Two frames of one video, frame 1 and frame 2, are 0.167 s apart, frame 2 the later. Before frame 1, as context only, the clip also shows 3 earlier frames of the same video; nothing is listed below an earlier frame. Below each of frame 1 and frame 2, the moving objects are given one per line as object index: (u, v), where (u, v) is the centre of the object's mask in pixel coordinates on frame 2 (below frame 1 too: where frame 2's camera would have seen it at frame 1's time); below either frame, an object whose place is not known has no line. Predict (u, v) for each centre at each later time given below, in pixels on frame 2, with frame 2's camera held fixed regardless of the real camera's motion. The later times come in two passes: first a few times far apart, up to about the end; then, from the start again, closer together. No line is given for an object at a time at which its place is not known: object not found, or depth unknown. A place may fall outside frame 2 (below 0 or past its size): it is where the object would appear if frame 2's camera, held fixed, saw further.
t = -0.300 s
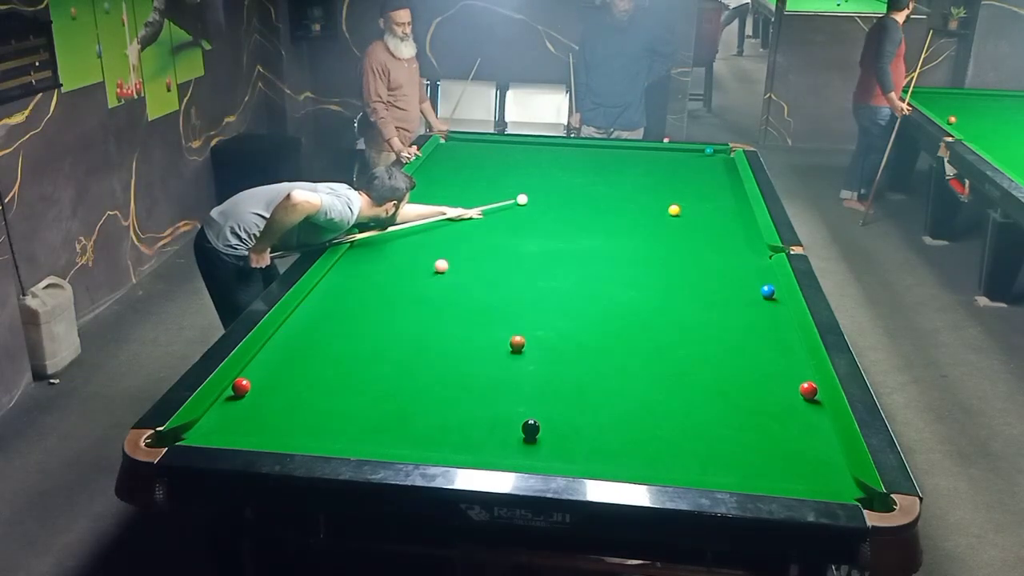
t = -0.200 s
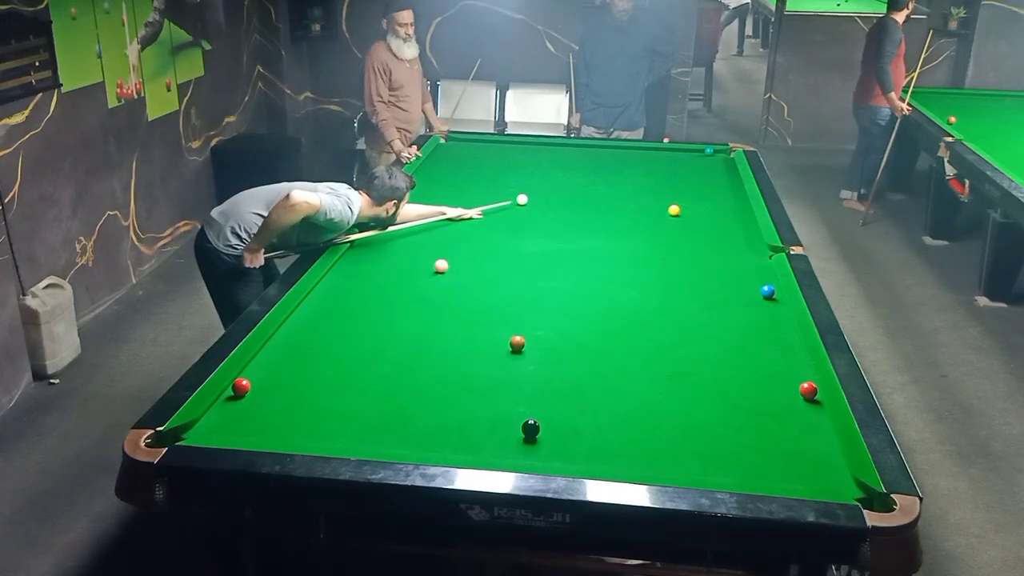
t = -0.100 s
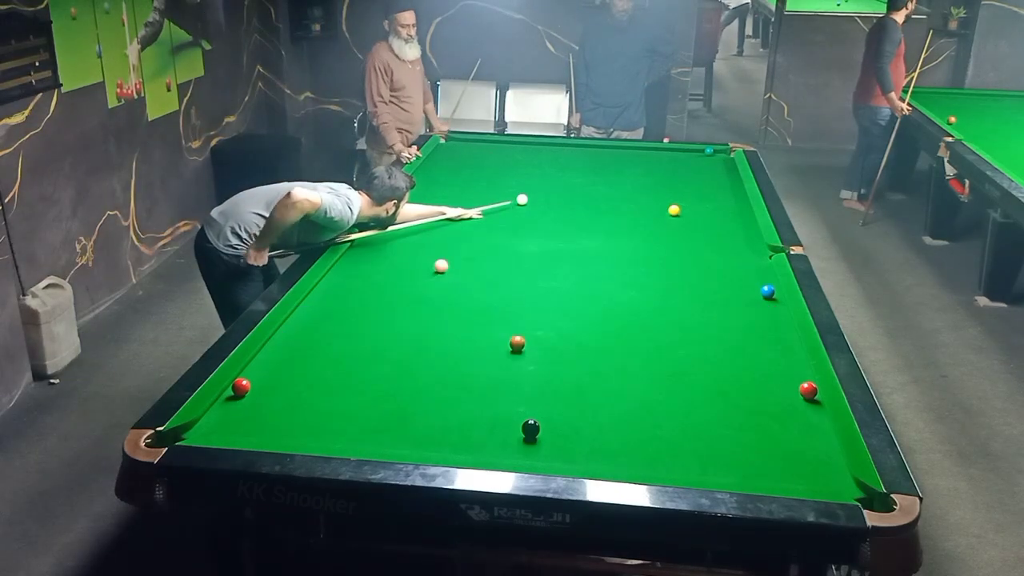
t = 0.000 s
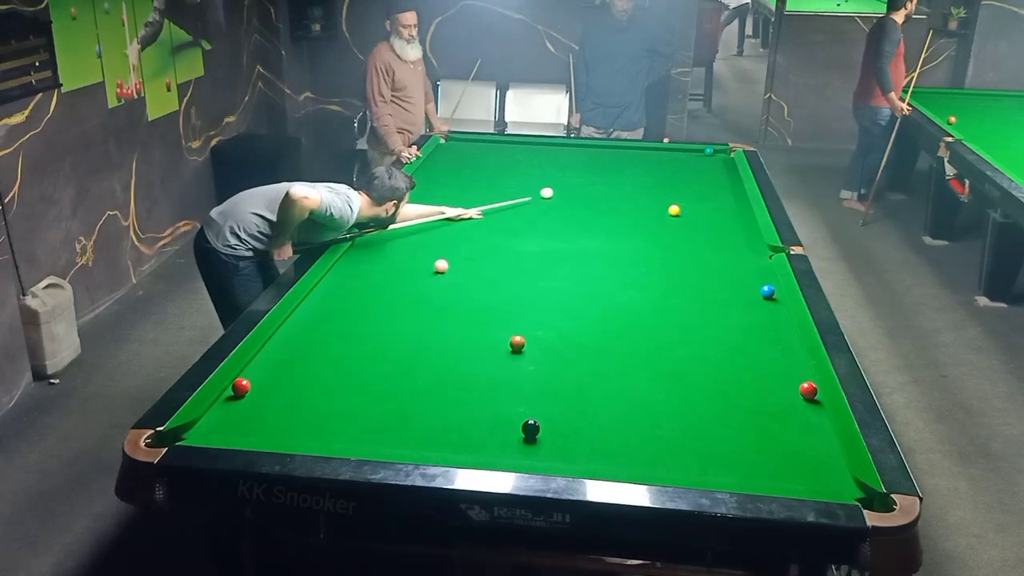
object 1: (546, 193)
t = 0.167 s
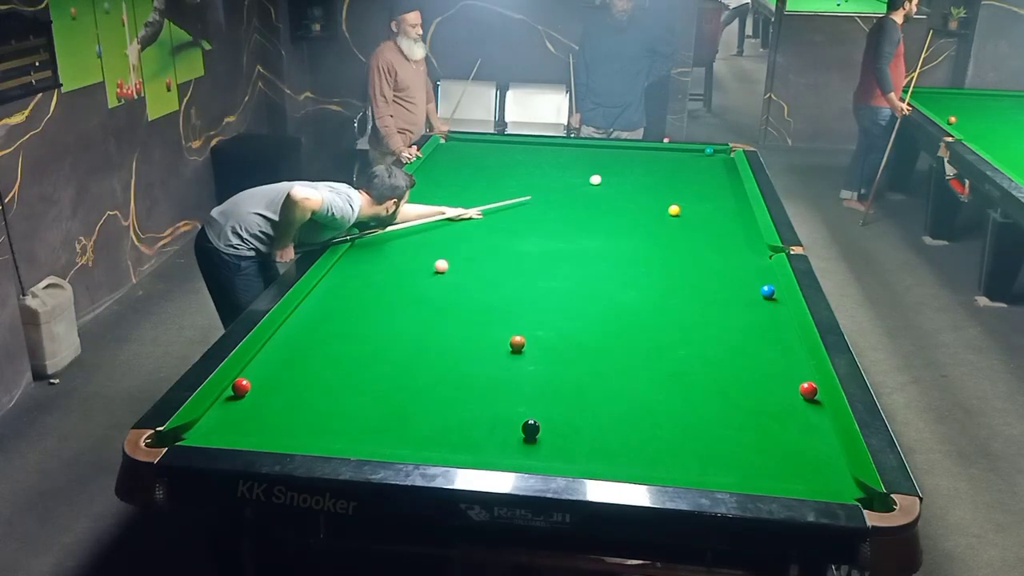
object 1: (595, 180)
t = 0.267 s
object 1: (619, 173)
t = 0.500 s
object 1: (666, 160)
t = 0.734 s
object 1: (698, 150)
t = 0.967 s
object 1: (700, 157)
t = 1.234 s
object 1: (706, 163)
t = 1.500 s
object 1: (712, 170)
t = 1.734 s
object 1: (718, 175)
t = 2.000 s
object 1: (724, 182)
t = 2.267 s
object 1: (731, 188)
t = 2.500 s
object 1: (736, 194)
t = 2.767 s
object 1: (742, 200)
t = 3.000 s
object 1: (744, 204)
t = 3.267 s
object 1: (744, 208)
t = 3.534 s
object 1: (743, 213)
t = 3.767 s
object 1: (743, 217)
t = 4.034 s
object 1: (743, 221)
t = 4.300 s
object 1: (744, 224)
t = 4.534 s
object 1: (744, 227)
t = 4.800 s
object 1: (744, 230)
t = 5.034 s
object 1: (744, 232)
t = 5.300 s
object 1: (744, 234)
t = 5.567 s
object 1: (744, 236)
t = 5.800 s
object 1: (744, 237)
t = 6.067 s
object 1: (744, 237)
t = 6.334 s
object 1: (744, 238)
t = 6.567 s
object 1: (744, 238)
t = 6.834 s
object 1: (744, 238)
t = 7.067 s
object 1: (744, 238)
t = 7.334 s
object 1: (744, 238)
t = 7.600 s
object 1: (744, 238)
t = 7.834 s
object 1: (744, 238)
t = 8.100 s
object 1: (744, 238)
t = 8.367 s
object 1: (744, 238)
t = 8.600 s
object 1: (744, 238)
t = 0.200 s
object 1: (603, 178)
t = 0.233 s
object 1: (611, 175)
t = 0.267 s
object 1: (619, 173)
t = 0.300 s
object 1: (626, 172)
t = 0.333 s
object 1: (633, 170)
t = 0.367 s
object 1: (640, 168)
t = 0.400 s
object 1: (647, 166)
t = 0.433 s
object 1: (653, 164)
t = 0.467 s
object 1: (660, 162)
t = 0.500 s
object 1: (666, 160)
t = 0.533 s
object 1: (673, 159)
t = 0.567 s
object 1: (679, 157)
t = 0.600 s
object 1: (686, 156)
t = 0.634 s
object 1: (692, 154)
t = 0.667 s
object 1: (698, 152)
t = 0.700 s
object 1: (699, 151)
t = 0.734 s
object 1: (698, 150)
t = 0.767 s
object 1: (697, 151)
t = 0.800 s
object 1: (697, 152)
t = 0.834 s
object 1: (697, 153)
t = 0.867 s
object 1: (697, 154)
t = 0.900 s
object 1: (698, 155)
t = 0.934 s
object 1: (699, 156)
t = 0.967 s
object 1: (700, 157)
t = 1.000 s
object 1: (700, 158)
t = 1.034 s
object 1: (701, 158)
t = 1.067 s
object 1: (702, 159)
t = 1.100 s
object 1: (703, 160)
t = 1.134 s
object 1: (704, 161)
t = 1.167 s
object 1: (704, 162)
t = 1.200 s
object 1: (705, 162)
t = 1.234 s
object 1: (706, 163)
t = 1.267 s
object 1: (707, 164)
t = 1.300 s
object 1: (708, 165)
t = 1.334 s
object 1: (708, 166)
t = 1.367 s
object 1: (709, 166)
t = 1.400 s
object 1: (710, 167)
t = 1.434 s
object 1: (711, 168)
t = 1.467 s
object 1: (711, 169)
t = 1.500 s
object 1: (712, 170)
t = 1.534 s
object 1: (713, 171)
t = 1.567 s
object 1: (714, 172)
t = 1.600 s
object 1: (715, 172)
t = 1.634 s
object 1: (715, 173)
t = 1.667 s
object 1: (716, 174)
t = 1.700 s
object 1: (717, 175)
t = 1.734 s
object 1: (718, 175)
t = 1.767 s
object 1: (719, 176)
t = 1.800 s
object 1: (720, 177)
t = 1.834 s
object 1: (720, 178)
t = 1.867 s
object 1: (721, 179)
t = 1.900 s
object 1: (722, 180)
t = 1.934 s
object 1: (723, 180)
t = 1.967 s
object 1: (723, 181)
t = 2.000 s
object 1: (724, 182)
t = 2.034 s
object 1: (725, 183)
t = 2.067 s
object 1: (726, 184)
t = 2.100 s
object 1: (727, 184)
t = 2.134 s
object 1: (727, 185)
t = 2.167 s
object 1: (728, 186)
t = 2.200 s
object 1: (729, 187)
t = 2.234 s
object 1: (730, 187)
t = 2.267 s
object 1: (731, 188)
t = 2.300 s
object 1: (731, 189)
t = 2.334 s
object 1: (732, 190)
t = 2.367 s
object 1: (733, 191)
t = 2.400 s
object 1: (734, 191)
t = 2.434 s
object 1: (735, 192)
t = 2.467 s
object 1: (735, 193)
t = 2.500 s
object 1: (736, 194)
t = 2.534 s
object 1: (737, 195)
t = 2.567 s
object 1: (737, 195)
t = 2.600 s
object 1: (738, 196)
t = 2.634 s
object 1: (739, 197)
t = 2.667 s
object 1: (740, 197)
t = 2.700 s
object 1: (741, 198)
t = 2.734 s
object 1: (742, 199)
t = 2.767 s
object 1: (742, 200)
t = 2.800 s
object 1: (743, 200)
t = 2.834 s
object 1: (744, 201)
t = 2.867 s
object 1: (745, 202)
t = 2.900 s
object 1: (745, 202)
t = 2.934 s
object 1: (744, 203)
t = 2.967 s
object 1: (744, 204)
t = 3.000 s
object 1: (744, 204)
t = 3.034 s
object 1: (744, 205)
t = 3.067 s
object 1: (744, 205)
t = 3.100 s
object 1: (744, 206)
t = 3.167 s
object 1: (744, 207)
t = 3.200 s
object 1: (744, 207)
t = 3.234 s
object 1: (744, 208)
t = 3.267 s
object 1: (744, 208)
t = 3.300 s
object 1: (744, 209)
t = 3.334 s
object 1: (744, 210)
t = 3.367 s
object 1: (744, 210)
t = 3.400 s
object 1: (744, 211)
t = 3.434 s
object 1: (744, 211)
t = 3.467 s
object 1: (744, 212)
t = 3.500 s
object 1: (744, 212)
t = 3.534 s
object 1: (743, 213)
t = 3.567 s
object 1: (744, 213)
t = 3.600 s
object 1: (743, 214)
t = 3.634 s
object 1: (743, 214)
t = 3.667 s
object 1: (743, 215)
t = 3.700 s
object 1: (743, 216)
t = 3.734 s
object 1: (743, 216)
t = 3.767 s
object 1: (743, 217)
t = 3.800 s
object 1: (743, 217)
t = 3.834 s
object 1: (743, 218)
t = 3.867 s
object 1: (743, 218)
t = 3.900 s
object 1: (743, 219)
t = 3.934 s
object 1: (743, 219)
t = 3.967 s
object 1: (743, 220)
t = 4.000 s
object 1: (743, 220)
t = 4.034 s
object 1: (743, 221)
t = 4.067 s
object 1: (743, 221)
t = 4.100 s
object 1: (744, 221)
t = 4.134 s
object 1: (744, 222)
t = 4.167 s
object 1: (744, 222)
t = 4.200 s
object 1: (744, 223)
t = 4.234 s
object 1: (744, 223)
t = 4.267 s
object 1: (744, 224)
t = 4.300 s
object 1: (744, 224)
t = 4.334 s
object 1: (744, 225)
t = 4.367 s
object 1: (744, 225)
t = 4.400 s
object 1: (744, 225)
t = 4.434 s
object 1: (744, 226)
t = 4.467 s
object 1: (744, 226)
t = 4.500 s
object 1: (744, 227)
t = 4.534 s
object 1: (744, 227)
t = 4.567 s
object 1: (744, 227)
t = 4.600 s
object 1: (744, 228)
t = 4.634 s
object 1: (744, 228)
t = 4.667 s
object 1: (744, 229)
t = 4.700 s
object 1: (744, 229)
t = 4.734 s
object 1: (744, 229)
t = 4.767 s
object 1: (744, 230)
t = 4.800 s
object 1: (744, 230)
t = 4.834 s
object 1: (744, 230)
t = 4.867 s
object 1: (744, 231)
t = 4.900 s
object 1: (744, 231)
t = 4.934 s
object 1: (744, 231)
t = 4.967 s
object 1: (744, 232)
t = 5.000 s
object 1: (744, 232)
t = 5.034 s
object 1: (744, 232)
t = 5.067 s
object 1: (744, 232)
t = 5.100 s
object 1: (744, 233)
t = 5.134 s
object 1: (744, 233)
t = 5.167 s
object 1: (744, 233)
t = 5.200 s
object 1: (744, 233)
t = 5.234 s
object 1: (744, 234)
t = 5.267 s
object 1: (744, 234)
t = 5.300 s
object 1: (744, 234)
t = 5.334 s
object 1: (744, 234)
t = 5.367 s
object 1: (744, 235)
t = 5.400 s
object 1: (744, 235)
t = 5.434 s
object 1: (744, 235)
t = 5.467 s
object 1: (744, 235)
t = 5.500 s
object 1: (744, 235)
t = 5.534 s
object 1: (744, 236)
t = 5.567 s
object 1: (744, 236)
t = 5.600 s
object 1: (744, 236)
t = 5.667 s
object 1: (744, 236)
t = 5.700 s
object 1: (744, 236)
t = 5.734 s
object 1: (744, 236)
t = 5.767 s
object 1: (744, 236)
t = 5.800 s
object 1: (744, 237)
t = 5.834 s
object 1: (744, 237)
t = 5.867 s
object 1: (744, 237)
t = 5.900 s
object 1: (744, 237)
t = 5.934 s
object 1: (744, 237)
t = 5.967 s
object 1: (744, 237)
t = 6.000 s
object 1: (744, 237)
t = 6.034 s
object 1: (744, 237)
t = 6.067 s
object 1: (744, 237)
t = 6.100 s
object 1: (744, 237)
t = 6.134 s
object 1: (744, 238)
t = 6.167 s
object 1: (744, 238)
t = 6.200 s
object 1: (744, 238)
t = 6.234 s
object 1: (744, 238)
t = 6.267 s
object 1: (744, 238)
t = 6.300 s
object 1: (744, 238)
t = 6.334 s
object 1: (744, 238)
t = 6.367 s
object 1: (744, 238)
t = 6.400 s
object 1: (744, 238)
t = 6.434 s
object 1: (744, 238)
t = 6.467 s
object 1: (744, 238)
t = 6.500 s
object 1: (744, 238)
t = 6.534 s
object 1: (744, 238)
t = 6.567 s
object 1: (744, 238)
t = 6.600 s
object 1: (744, 238)
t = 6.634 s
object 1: (744, 238)
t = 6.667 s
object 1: (744, 238)
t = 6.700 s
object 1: (744, 238)
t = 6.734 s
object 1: (744, 238)
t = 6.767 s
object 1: (744, 238)
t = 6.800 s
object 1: (744, 238)
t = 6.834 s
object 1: (744, 238)
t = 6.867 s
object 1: (744, 238)
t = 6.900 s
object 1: (744, 238)
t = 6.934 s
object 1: (744, 238)
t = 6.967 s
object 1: (744, 238)
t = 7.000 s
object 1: (744, 238)
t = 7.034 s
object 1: (744, 238)
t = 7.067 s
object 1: (744, 238)
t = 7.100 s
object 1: (744, 238)
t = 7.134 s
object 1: (744, 238)
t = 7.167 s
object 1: (744, 238)
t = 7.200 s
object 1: (744, 238)
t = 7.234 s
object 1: (744, 238)
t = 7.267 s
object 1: (744, 238)
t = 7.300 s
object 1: (744, 238)
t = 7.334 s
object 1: (744, 238)
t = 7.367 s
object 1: (744, 238)
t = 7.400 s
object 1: (744, 238)
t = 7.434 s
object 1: (744, 238)
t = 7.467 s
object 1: (744, 238)
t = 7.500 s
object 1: (744, 238)
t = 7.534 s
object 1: (744, 238)
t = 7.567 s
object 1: (744, 238)
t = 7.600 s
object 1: (744, 238)
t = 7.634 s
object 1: (744, 238)
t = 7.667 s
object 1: (744, 238)
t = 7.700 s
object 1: (744, 238)
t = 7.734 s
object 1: (744, 238)
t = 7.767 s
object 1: (744, 238)
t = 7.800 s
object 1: (744, 238)
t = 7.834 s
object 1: (744, 238)
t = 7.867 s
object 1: (744, 238)
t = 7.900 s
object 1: (744, 238)
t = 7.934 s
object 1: (744, 238)
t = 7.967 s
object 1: (744, 238)
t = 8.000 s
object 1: (744, 238)
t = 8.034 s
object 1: (744, 238)
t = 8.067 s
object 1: (744, 238)
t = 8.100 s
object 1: (744, 238)
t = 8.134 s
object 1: (744, 238)
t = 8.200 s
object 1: (744, 238)
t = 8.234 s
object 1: (744, 238)
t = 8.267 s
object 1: (744, 238)
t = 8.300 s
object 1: (744, 238)
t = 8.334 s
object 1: (744, 238)
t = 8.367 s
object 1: (744, 238)
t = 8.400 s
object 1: (744, 238)
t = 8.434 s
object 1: (744, 238)
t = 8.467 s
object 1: (744, 238)
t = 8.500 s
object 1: (744, 238)
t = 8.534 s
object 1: (744, 238)
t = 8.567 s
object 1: (744, 238)
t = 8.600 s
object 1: (744, 238)
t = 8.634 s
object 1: (744, 238)
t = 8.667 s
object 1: (744, 238)
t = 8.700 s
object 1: (744, 238)
